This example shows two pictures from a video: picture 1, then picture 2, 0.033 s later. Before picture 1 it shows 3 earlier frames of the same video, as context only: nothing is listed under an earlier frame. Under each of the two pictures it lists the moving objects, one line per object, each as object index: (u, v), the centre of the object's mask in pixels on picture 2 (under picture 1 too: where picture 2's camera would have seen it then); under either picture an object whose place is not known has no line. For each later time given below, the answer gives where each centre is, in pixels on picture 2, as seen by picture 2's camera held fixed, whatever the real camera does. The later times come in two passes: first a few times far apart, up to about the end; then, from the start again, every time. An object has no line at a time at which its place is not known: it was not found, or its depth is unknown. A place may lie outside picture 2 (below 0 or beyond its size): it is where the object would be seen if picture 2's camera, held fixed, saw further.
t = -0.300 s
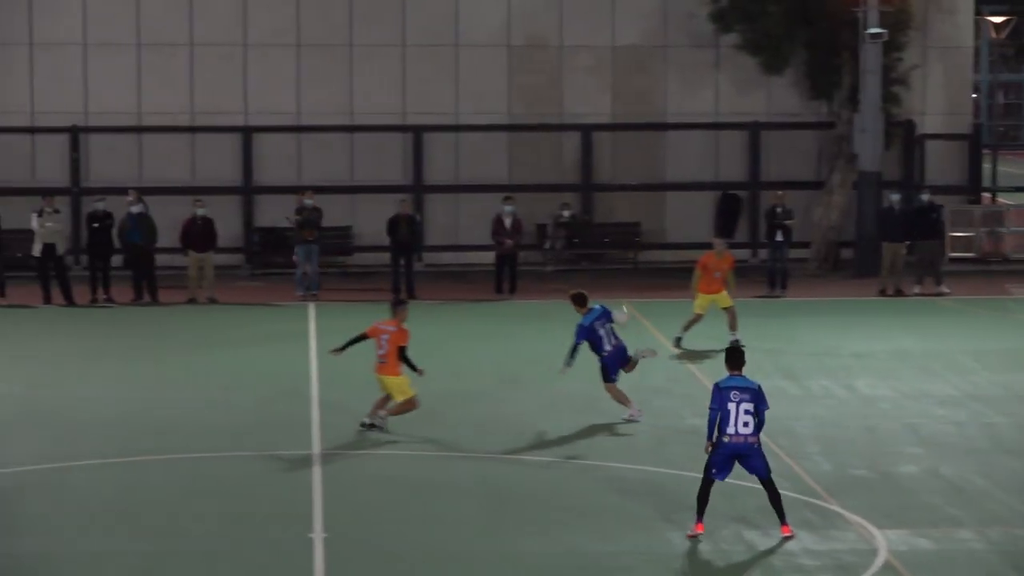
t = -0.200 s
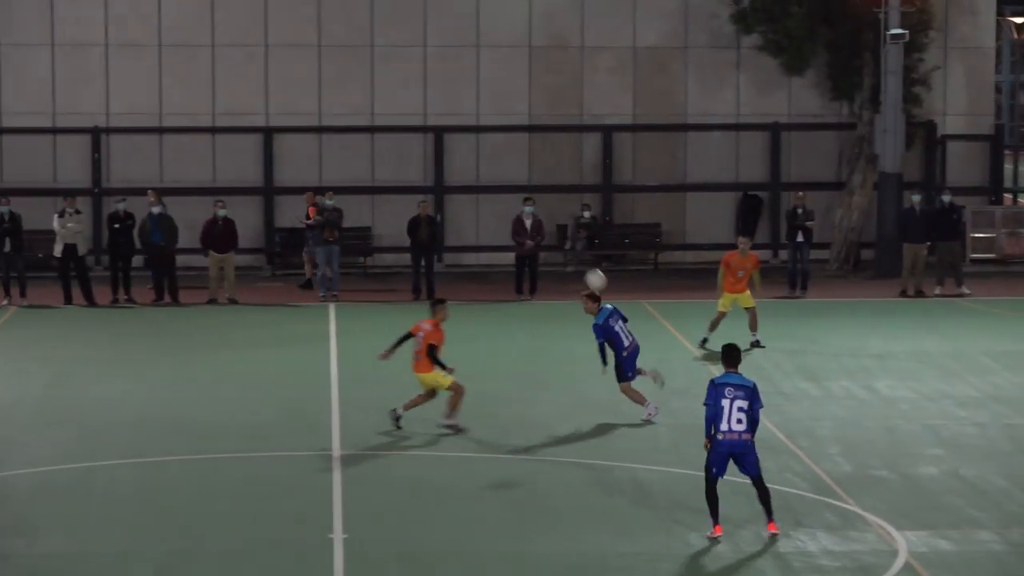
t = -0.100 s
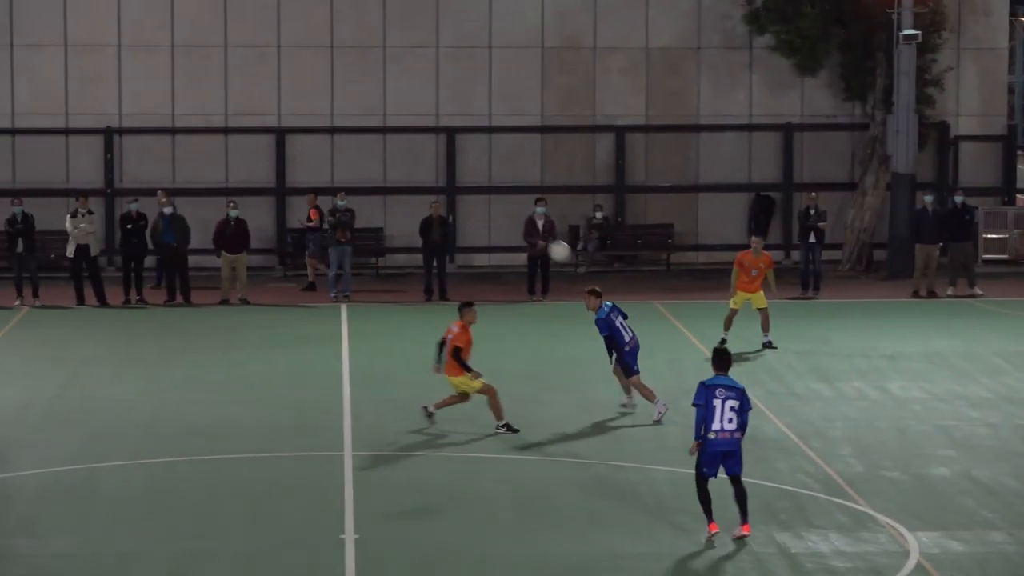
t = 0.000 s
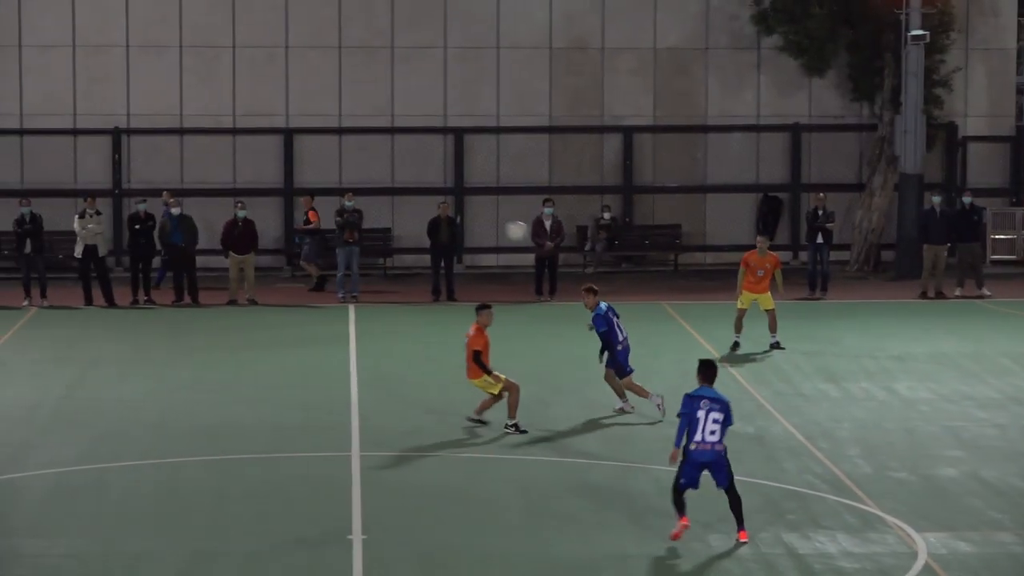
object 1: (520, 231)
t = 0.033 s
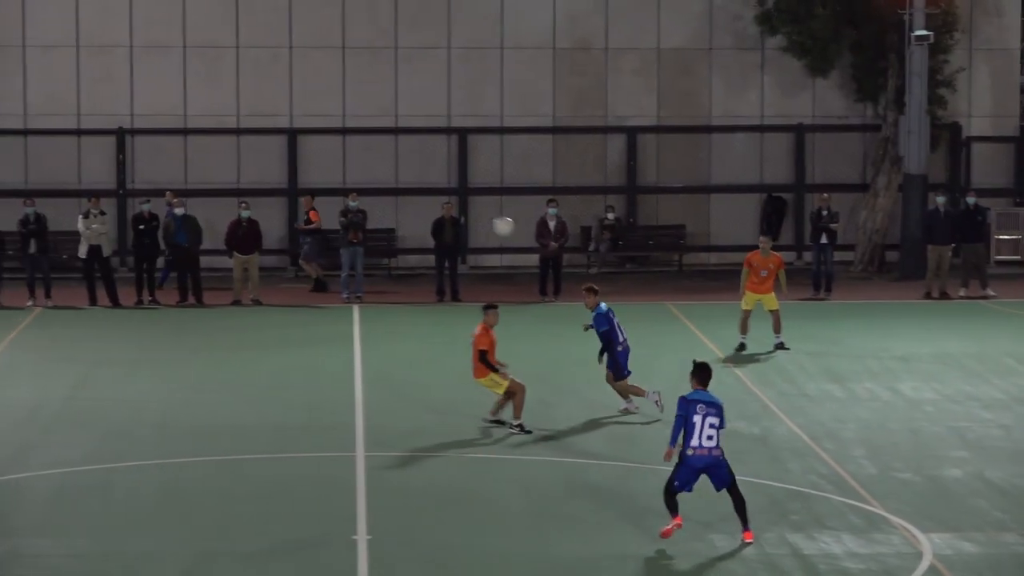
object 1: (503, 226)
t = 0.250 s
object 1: (384, 219)
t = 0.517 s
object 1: (228, 281)
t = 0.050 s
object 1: (494, 224)
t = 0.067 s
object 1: (486, 222)
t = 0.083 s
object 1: (477, 220)
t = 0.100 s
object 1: (468, 219)
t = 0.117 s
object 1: (459, 218)
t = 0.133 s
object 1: (450, 218)
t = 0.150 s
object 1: (441, 217)
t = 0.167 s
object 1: (432, 217)
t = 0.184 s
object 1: (423, 217)
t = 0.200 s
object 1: (413, 217)
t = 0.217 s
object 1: (403, 217)
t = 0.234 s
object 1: (394, 218)
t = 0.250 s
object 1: (384, 219)
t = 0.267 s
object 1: (375, 221)
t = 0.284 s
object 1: (365, 223)
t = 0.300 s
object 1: (356, 224)
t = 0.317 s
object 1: (345, 227)
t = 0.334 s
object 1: (336, 229)
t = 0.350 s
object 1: (326, 232)
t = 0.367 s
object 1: (315, 236)
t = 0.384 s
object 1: (305, 240)
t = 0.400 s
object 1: (295, 244)
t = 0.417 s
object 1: (286, 248)
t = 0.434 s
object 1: (276, 253)
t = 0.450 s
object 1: (266, 257)
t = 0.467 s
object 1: (256, 263)
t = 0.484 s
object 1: (247, 269)
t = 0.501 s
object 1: (237, 275)
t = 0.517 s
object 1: (228, 281)
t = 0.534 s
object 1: (218, 287)
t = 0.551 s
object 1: (208, 294)
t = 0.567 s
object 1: (198, 301)
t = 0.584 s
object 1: (189, 308)
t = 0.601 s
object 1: (177, 316)
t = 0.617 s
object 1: (168, 325)
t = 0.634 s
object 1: (158, 334)
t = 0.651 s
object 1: (146, 343)
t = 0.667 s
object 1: (135, 352)
